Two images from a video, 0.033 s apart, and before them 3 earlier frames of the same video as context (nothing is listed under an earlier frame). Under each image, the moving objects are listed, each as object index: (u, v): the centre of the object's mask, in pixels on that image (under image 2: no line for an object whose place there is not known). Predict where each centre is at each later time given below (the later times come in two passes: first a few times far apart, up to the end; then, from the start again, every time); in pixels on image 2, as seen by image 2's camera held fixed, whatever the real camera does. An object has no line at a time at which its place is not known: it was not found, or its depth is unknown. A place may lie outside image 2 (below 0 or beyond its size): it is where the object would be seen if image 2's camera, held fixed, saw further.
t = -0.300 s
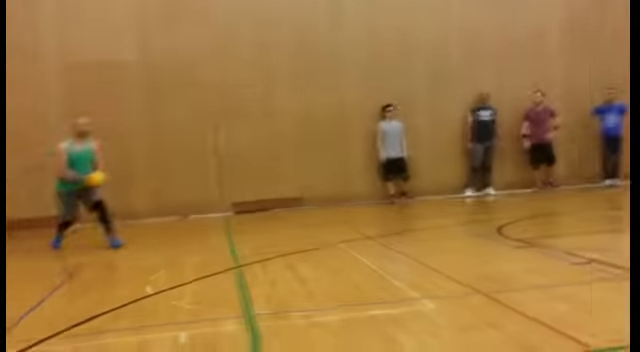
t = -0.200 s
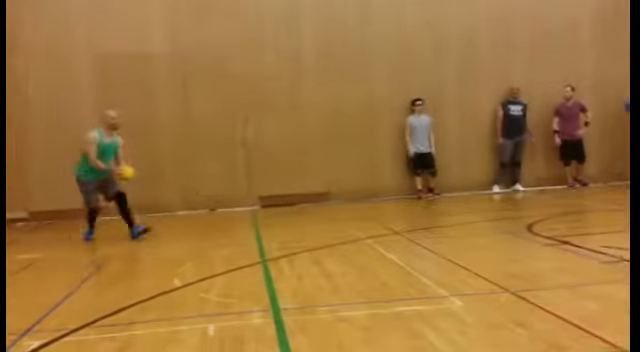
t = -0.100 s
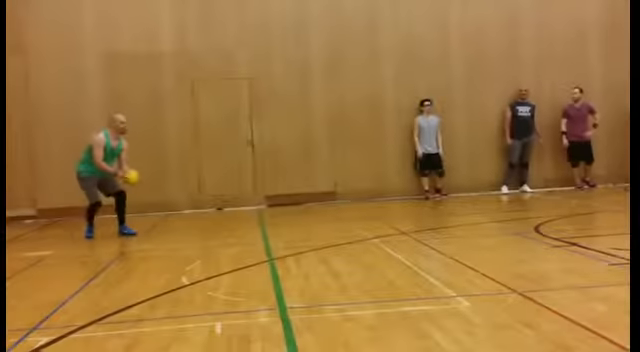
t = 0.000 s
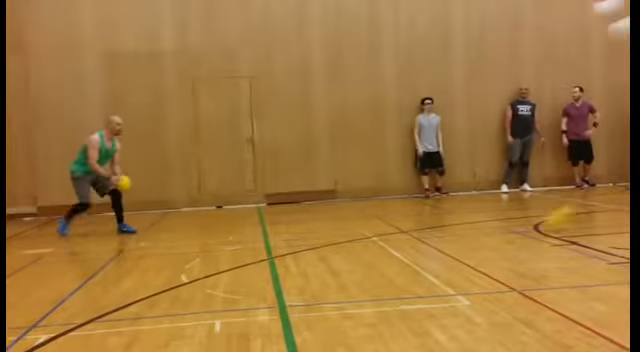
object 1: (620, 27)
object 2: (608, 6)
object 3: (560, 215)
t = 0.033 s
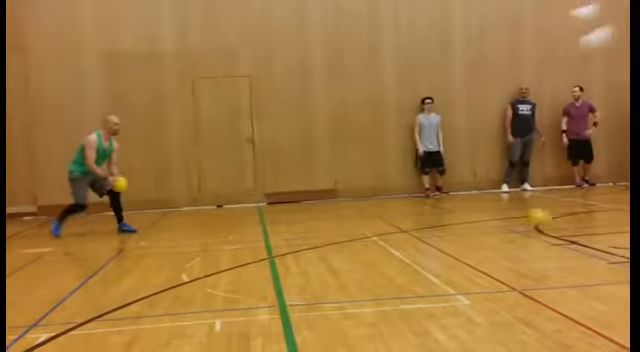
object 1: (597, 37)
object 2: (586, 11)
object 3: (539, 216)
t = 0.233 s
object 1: (442, 129)
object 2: (454, 66)
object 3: (457, 175)
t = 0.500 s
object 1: (294, 190)
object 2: (323, 153)
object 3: (358, 181)
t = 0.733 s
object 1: (205, 149)
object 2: (254, 178)
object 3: (280, 223)
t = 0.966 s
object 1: (123, 155)
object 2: (230, 152)
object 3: (208, 213)
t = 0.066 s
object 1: (570, 51)
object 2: (560, 19)
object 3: (526, 207)
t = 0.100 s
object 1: (542, 65)
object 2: (538, 28)
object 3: (512, 199)
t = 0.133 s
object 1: (516, 81)
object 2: (516, 37)
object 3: (494, 189)
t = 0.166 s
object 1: (491, 96)
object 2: (494, 46)
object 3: (483, 184)
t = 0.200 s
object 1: (467, 113)
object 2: (475, 54)
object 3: (469, 180)
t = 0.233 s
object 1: (442, 129)
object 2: (454, 66)
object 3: (457, 175)
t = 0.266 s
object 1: (417, 150)
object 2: (437, 75)
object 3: (444, 174)
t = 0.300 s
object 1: (397, 166)
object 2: (419, 86)
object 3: (431, 172)
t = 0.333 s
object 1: (376, 183)
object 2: (402, 95)
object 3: (417, 171)
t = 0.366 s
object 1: (355, 202)
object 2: (385, 108)
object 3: (405, 171)
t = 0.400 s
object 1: (335, 220)
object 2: (368, 119)
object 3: (393, 172)
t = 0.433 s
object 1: (321, 211)
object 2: (353, 130)
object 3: (382, 174)
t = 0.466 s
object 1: (307, 200)
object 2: (338, 142)
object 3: (369, 177)
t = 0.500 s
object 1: (294, 190)
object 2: (323, 153)
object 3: (358, 181)
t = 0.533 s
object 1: (281, 181)
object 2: (310, 165)
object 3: (347, 187)
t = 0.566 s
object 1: (268, 173)
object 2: (296, 177)
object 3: (336, 193)
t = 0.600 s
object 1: (254, 167)
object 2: (282, 191)
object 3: (325, 200)
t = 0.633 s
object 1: (243, 160)
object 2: (270, 199)
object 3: (314, 208)
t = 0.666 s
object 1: (230, 156)
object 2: (265, 192)
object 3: (303, 217)
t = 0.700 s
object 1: (218, 152)
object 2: (260, 185)
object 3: (291, 227)
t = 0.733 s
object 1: (205, 149)
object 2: (254, 178)
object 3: (280, 223)
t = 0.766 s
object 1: (193, 147)
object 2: (250, 172)
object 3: (270, 218)
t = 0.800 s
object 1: (181, 146)
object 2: (245, 167)
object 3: (260, 214)
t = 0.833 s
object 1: (169, 146)
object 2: (241, 163)
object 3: (249, 212)
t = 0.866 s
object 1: (157, 146)
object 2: (237, 158)
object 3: (237, 209)
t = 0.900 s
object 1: (146, 148)
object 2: (235, 156)
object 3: (228, 211)
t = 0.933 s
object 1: (135, 151)
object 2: (233, 154)
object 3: (217, 212)
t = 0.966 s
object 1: (123, 155)
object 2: (230, 152)
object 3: (208, 213)
